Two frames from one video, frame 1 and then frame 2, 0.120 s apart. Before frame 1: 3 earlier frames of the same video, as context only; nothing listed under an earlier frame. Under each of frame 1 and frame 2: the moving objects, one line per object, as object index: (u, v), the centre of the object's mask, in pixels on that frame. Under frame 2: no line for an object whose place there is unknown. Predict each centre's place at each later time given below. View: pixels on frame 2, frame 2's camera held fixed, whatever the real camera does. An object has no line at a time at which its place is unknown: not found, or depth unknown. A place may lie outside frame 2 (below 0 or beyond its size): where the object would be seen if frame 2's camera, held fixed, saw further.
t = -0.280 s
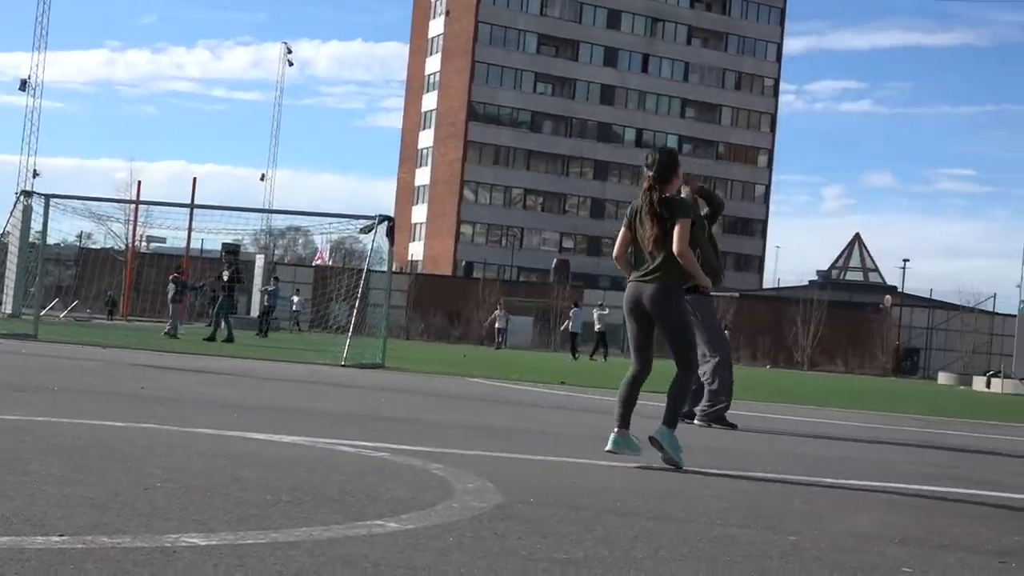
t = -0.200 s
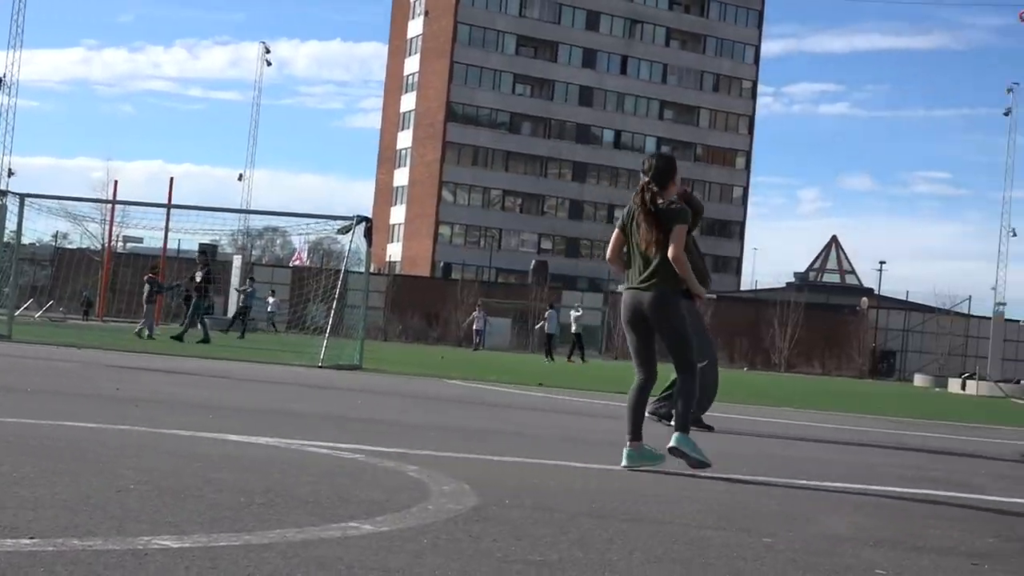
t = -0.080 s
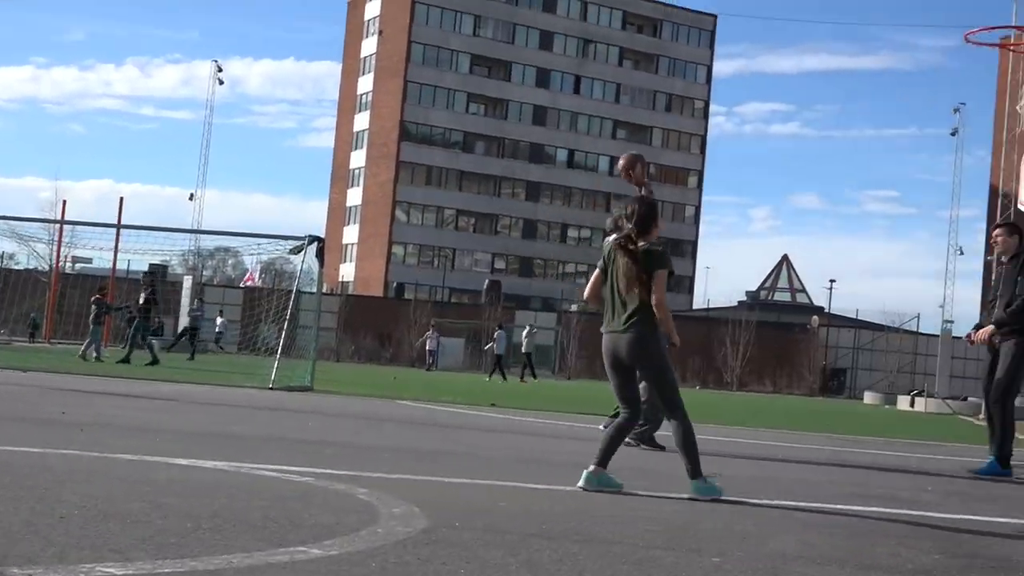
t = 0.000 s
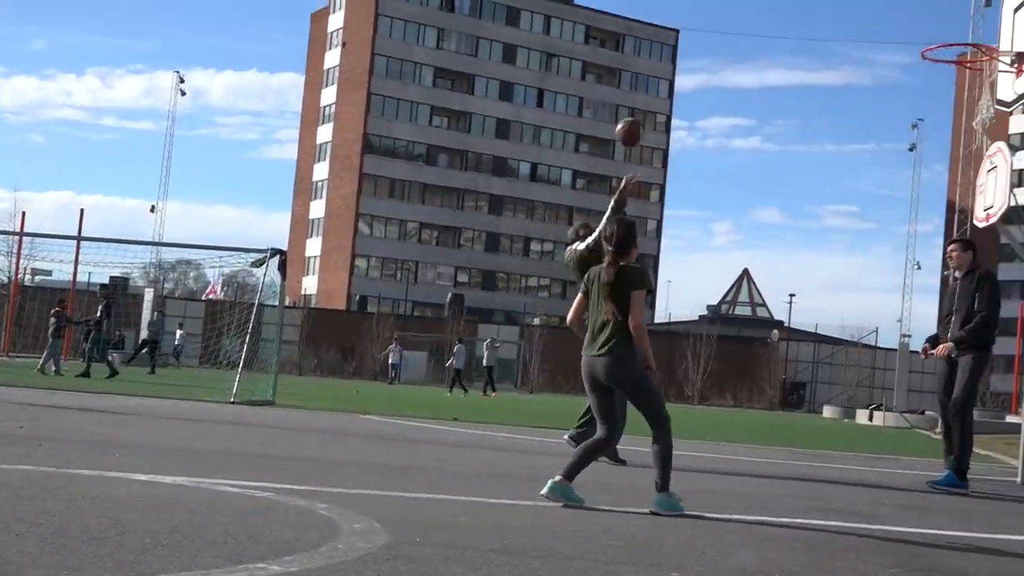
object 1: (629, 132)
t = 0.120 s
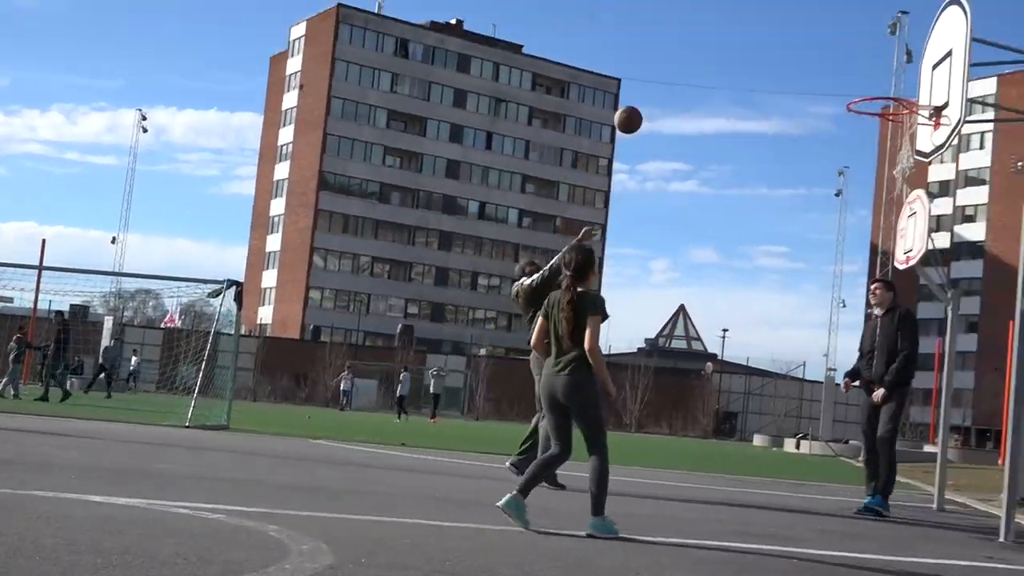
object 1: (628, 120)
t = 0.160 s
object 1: (644, 109)
